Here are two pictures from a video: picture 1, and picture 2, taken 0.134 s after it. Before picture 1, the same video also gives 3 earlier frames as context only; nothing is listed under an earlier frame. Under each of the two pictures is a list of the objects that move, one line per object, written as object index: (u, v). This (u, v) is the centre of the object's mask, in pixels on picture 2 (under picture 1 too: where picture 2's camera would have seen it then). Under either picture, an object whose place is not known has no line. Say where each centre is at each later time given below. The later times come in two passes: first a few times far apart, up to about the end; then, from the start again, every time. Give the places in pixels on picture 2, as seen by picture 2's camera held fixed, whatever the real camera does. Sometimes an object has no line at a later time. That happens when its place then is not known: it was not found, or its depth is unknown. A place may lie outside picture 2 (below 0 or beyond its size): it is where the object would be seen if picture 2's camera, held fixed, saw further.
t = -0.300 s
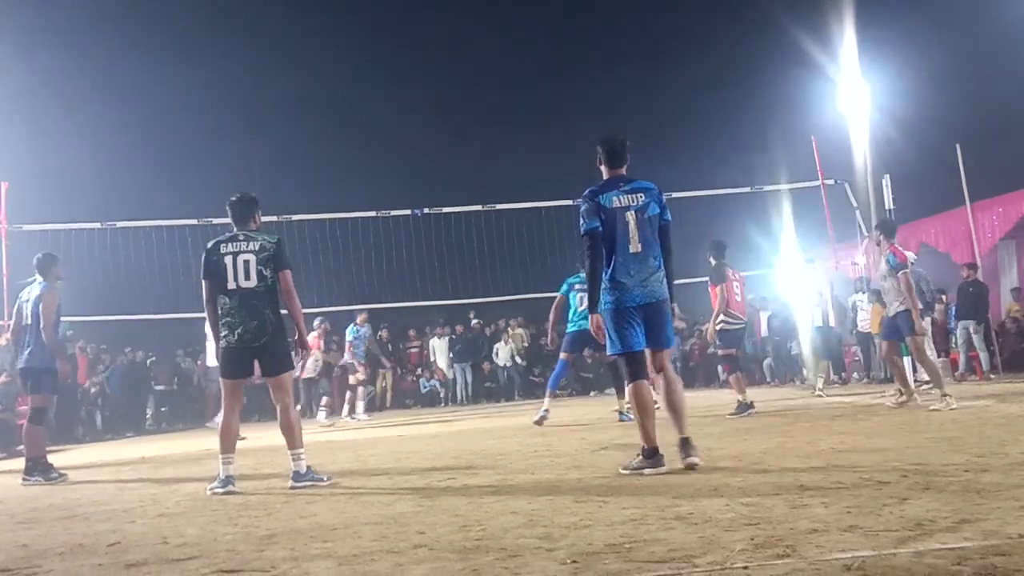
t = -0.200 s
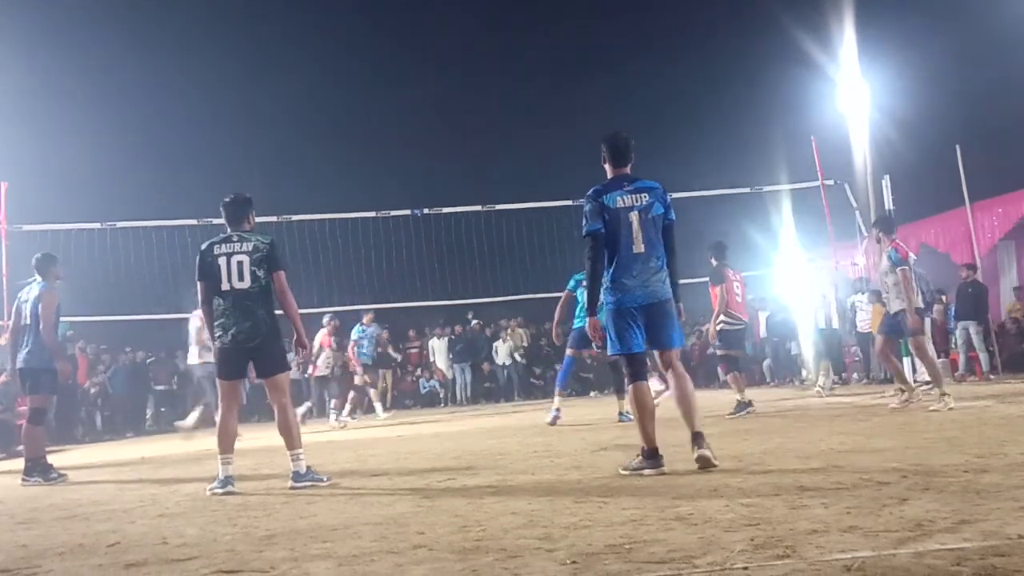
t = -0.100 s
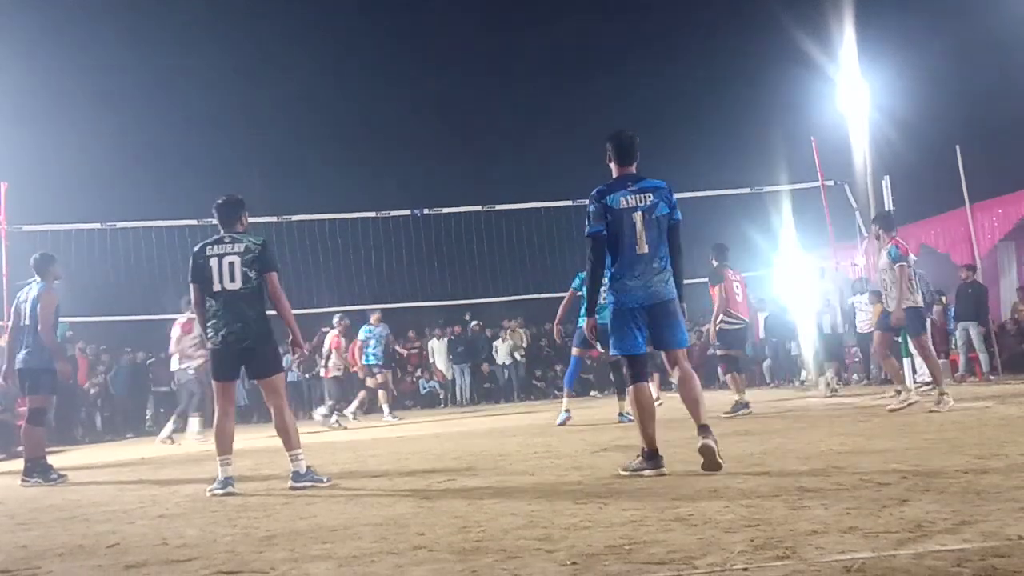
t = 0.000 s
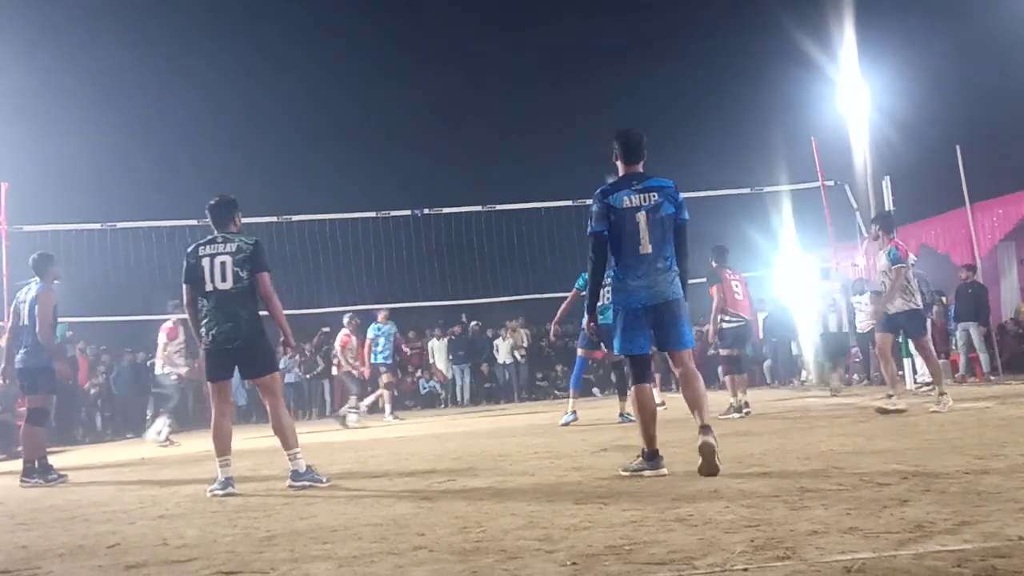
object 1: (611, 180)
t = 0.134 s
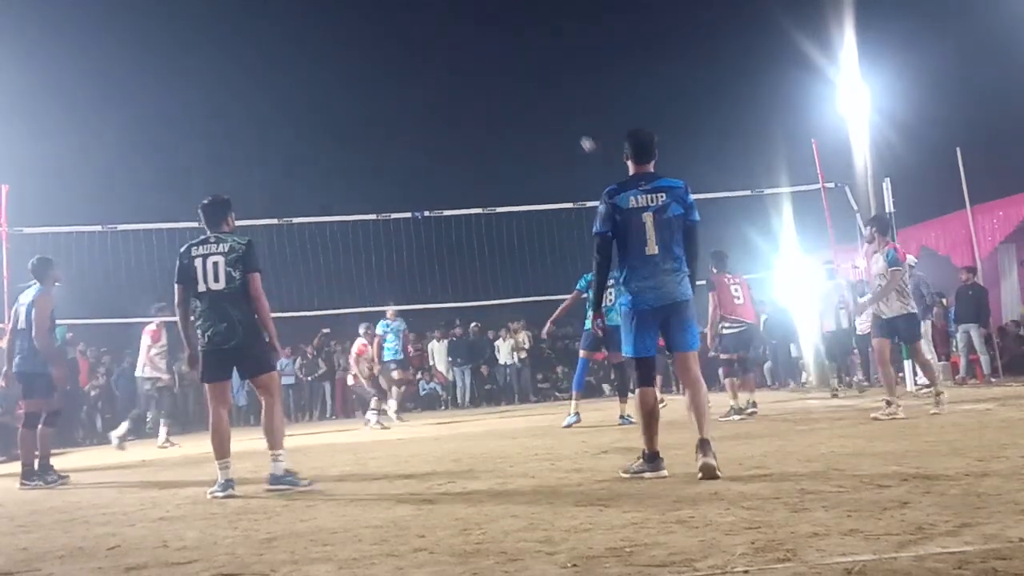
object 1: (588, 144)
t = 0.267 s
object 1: (562, 111)
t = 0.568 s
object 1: (505, 73)
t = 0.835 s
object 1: (455, 84)
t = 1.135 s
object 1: (400, 152)
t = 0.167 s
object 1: (581, 135)
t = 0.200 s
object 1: (575, 126)
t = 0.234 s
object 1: (568, 118)
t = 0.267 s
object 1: (562, 111)
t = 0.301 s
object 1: (555, 104)
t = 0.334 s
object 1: (549, 99)
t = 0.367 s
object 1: (543, 92)
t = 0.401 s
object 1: (537, 88)
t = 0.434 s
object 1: (530, 83)
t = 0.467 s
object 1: (523, 80)
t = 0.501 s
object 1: (517, 77)
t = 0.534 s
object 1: (511, 75)
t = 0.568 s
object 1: (505, 73)
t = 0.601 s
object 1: (498, 72)
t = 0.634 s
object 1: (492, 71)
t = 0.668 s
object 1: (485, 72)
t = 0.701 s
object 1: (479, 73)
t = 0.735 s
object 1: (473, 74)
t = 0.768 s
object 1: (466, 77)
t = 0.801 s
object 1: (460, 80)
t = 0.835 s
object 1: (455, 84)
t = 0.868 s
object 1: (449, 88)
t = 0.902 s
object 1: (443, 94)
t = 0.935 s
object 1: (436, 99)
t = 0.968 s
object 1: (431, 106)
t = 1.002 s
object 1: (424, 114)
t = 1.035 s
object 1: (418, 122)
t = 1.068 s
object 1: (412, 132)
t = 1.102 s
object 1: (406, 141)
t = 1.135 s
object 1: (400, 152)
